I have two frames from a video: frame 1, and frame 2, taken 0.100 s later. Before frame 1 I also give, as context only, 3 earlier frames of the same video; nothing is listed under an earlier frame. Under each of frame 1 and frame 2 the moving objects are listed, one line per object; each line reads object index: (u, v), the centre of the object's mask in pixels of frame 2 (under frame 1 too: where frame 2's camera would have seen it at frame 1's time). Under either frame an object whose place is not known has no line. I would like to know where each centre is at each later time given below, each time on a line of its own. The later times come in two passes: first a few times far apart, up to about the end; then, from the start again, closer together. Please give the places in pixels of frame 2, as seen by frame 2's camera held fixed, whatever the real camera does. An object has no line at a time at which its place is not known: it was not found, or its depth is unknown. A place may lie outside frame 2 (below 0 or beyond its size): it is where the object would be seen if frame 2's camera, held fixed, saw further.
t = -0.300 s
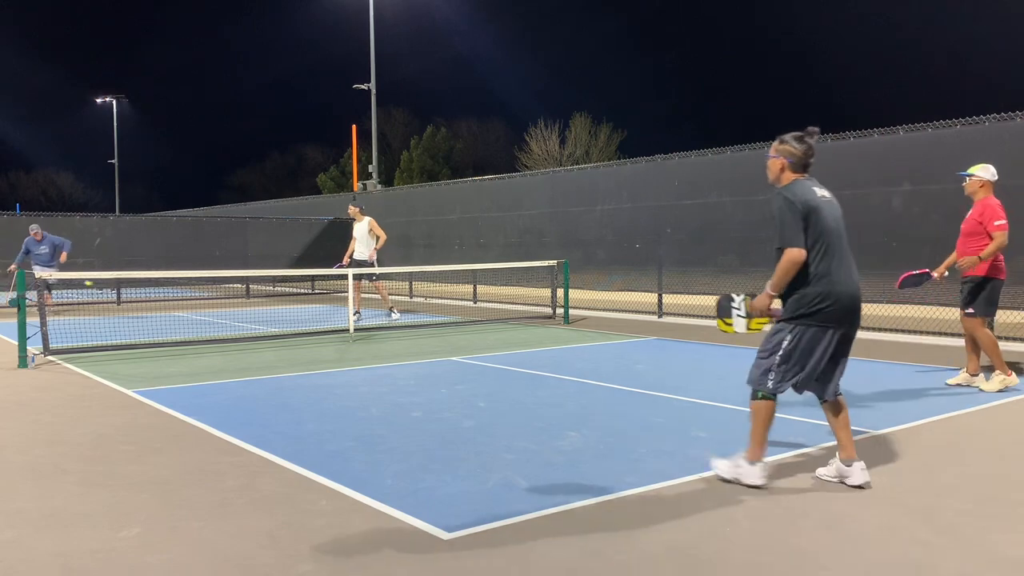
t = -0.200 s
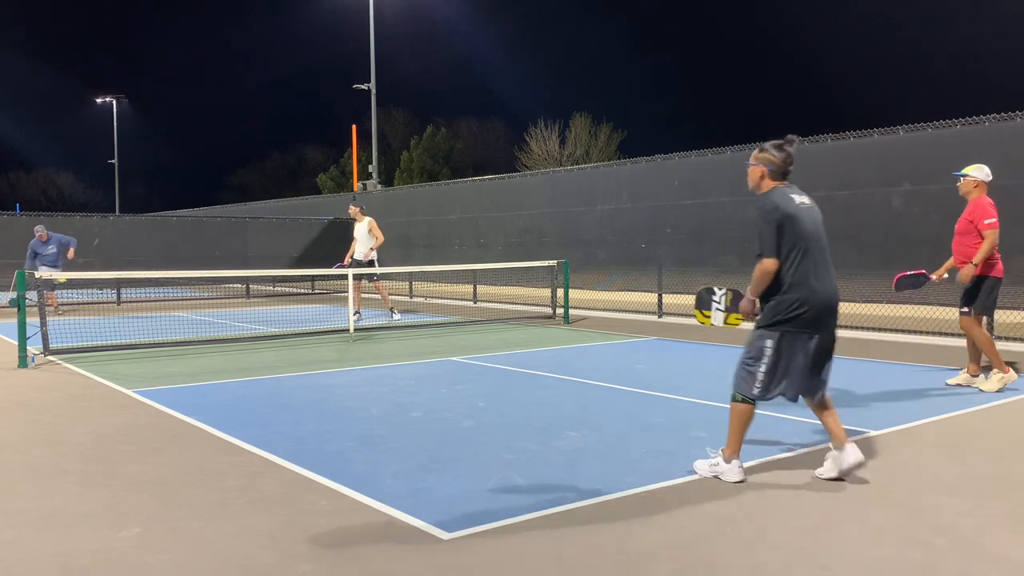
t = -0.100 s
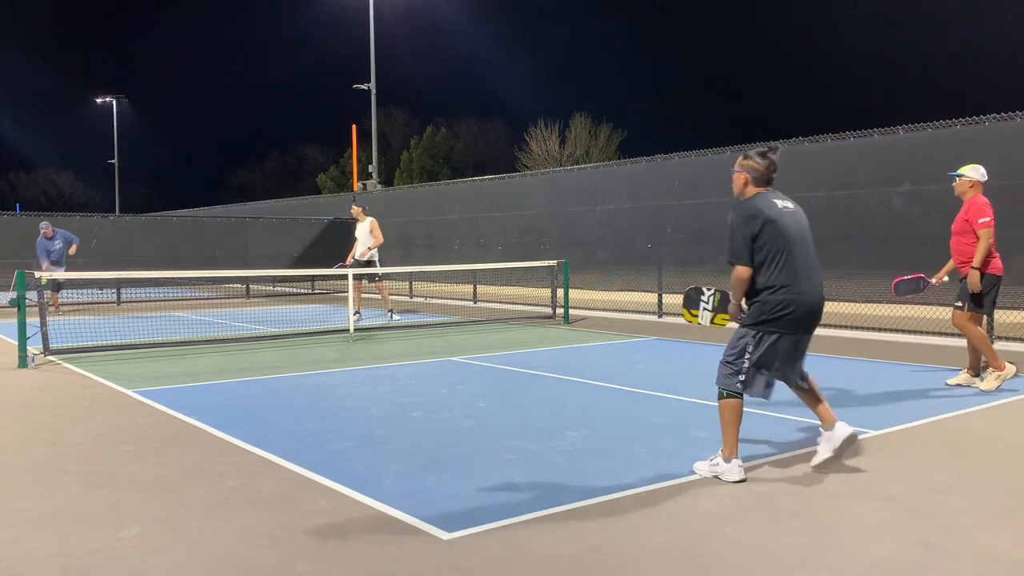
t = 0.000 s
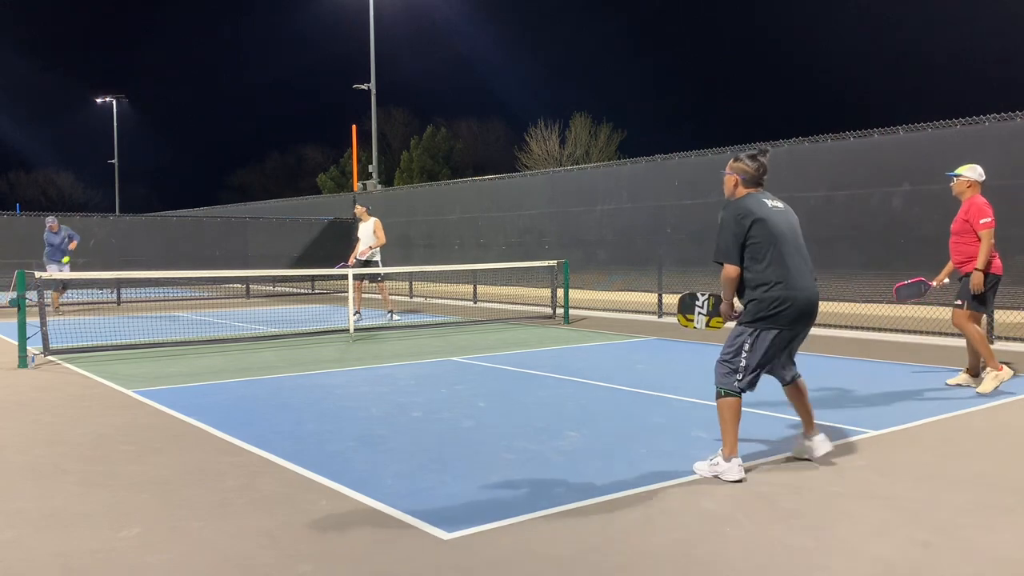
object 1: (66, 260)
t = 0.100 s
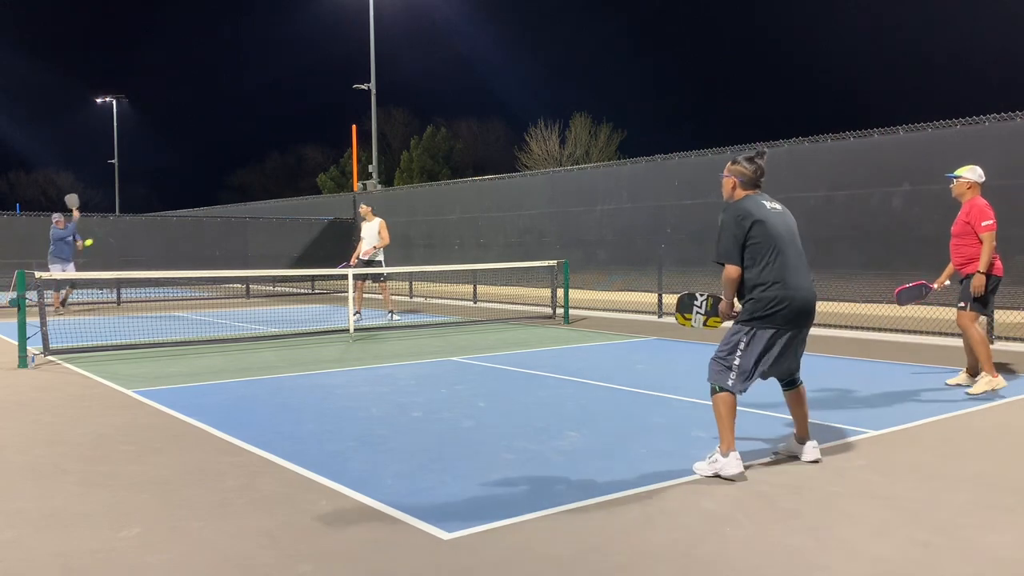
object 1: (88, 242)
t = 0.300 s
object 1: (138, 224)
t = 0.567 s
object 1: (221, 249)
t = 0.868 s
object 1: (354, 397)
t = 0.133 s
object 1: (96, 237)
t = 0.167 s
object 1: (104, 233)
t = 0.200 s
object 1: (112, 230)
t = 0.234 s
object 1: (120, 227)
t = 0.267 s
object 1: (129, 225)
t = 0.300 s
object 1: (138, 224)
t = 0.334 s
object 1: (147, 223)
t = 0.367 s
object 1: (156, 223)
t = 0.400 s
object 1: (166, 225)
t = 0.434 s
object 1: (176, 226)
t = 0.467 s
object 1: (187, 231)
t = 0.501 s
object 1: (198, 236)
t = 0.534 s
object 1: (209, 242)
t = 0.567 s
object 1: (221, 249)
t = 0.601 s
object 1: (234, 258)
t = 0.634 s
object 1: (246, 267)
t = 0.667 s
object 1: (260, 280)
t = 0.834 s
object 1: (337, 372)
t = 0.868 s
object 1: (354, 397)
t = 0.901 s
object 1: (366, 391)
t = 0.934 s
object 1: (378, 380)
